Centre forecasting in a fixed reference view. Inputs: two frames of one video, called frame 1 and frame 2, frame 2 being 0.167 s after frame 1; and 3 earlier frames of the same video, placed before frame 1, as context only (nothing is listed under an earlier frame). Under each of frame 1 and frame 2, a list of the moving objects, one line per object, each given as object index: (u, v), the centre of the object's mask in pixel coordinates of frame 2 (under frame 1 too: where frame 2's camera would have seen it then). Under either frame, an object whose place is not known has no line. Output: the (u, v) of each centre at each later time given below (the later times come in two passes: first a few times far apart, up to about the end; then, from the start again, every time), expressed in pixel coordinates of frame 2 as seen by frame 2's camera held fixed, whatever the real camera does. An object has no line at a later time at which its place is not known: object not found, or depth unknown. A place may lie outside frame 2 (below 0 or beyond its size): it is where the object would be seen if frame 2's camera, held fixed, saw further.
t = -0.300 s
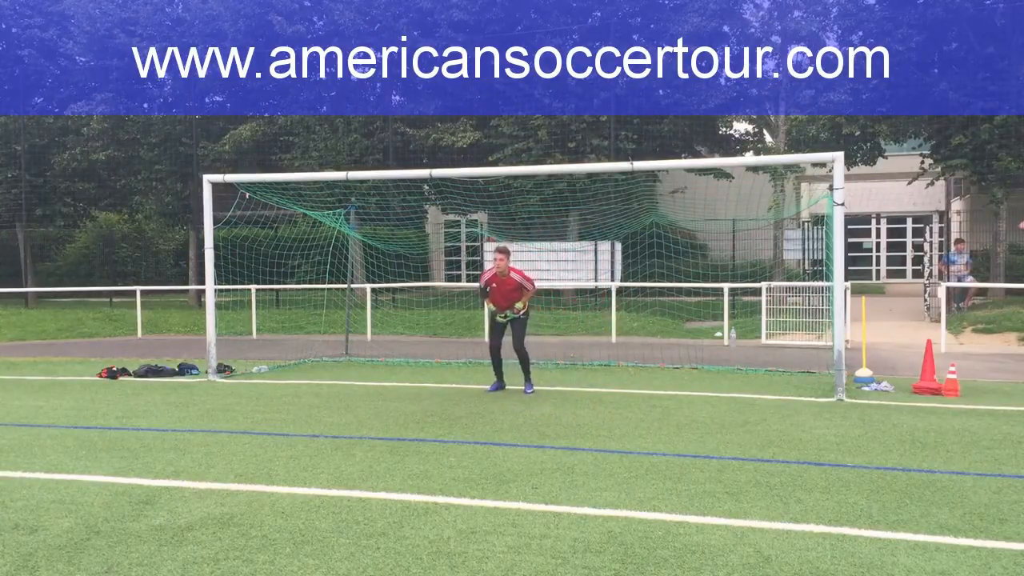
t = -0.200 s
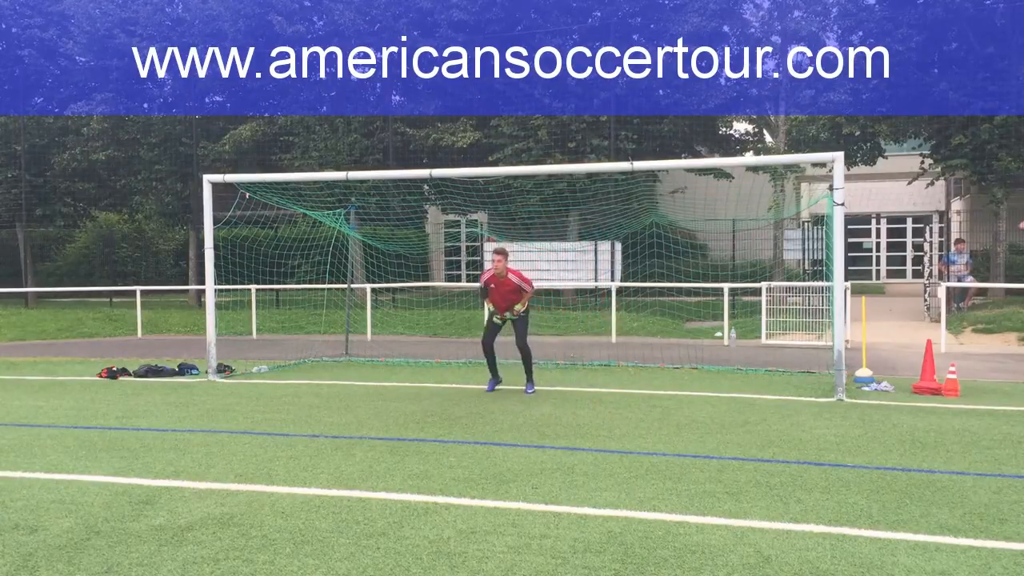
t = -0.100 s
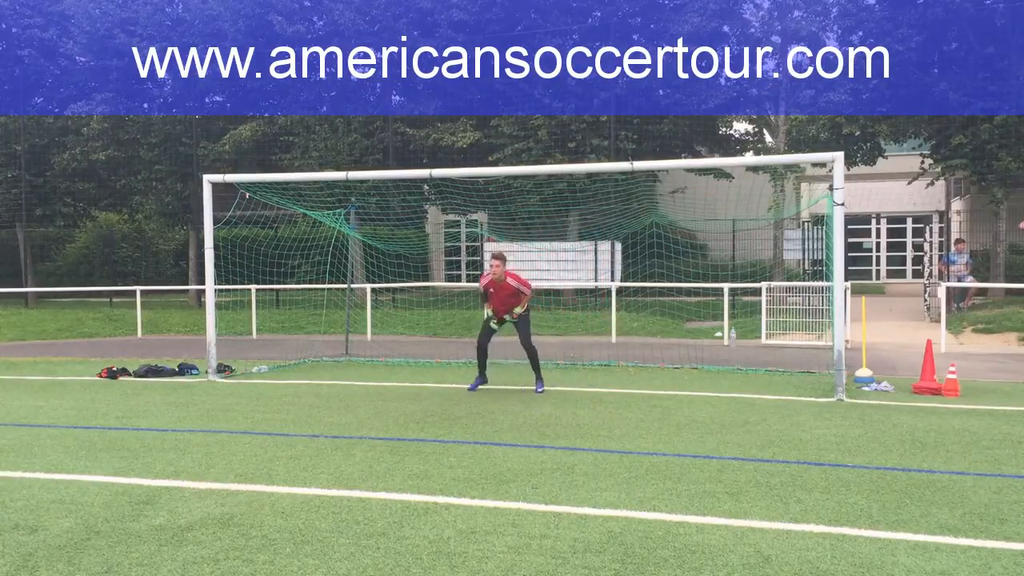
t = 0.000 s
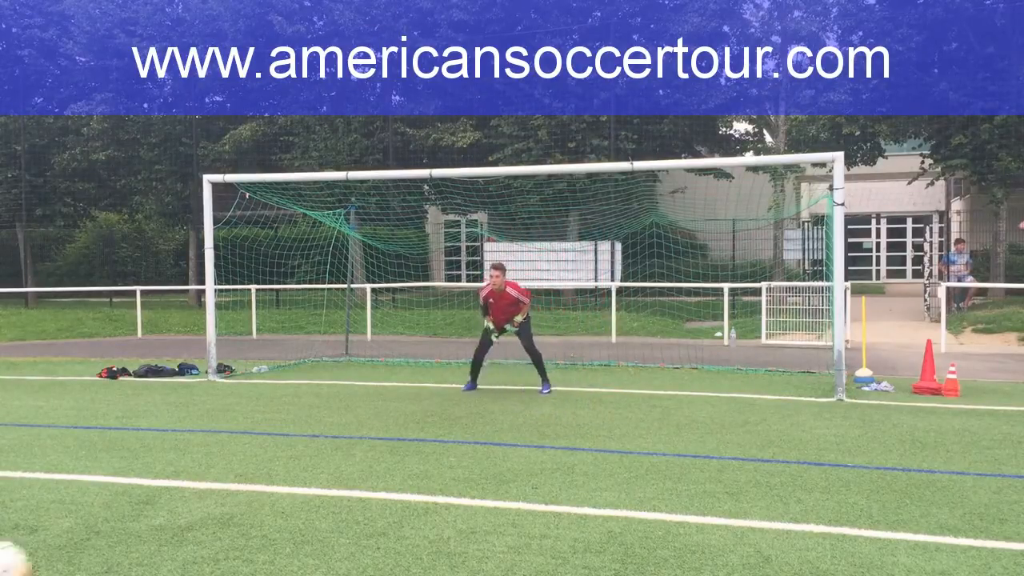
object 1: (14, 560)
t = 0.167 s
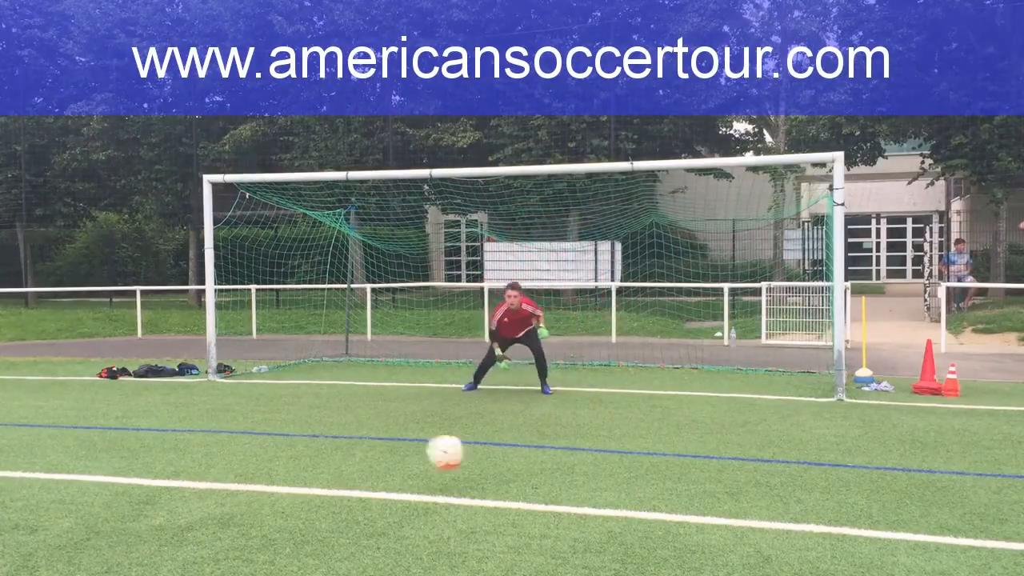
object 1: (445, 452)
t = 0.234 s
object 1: (538, 435)
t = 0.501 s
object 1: (747, 369)
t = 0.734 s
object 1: (805, 349)
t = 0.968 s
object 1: (715, 351)
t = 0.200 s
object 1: (495, 442)
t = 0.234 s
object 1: (538, 435)
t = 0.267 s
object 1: (576, 429)
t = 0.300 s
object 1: (609, 422)
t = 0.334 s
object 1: (637, 408)
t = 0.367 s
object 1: (663, 396)
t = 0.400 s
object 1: (686, 387)
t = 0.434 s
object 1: (708, 380)
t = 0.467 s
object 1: (728, 374)
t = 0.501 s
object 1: (747, 369)
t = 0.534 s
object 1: (765, 366)
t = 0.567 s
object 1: (781, 364)
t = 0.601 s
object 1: (797, 363)
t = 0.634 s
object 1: (811, 363)
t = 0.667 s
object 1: (819, 358)
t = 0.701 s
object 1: (817, 351)
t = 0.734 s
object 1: (805, 349)
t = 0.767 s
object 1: (791, 348)
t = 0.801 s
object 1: (778, 346)
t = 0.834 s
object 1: (766, 344)
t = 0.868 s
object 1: (753, 344)
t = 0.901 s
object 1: (740, 346)
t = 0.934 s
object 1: (726, 348)
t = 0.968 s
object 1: (715, 351)
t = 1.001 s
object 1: (701, 356)
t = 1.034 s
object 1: (689, 362)
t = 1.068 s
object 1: (679, 362)
